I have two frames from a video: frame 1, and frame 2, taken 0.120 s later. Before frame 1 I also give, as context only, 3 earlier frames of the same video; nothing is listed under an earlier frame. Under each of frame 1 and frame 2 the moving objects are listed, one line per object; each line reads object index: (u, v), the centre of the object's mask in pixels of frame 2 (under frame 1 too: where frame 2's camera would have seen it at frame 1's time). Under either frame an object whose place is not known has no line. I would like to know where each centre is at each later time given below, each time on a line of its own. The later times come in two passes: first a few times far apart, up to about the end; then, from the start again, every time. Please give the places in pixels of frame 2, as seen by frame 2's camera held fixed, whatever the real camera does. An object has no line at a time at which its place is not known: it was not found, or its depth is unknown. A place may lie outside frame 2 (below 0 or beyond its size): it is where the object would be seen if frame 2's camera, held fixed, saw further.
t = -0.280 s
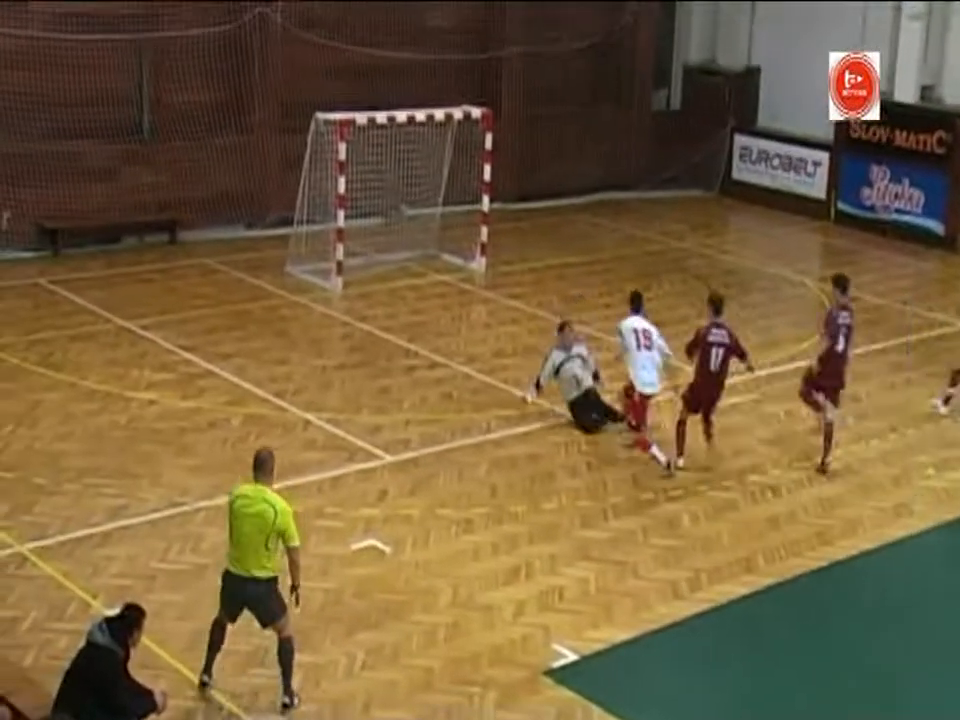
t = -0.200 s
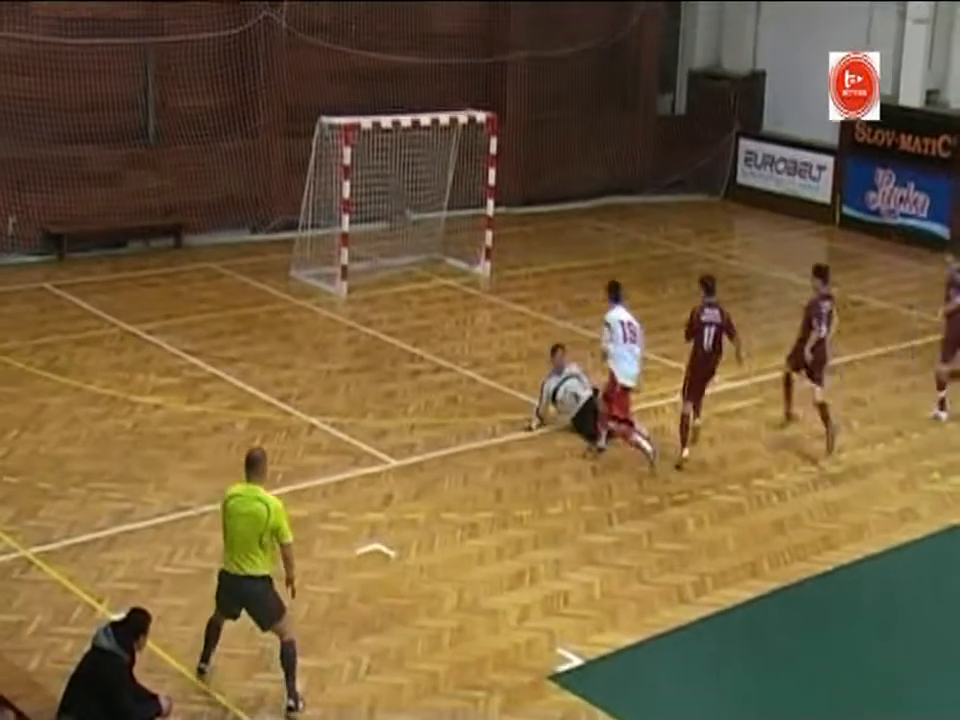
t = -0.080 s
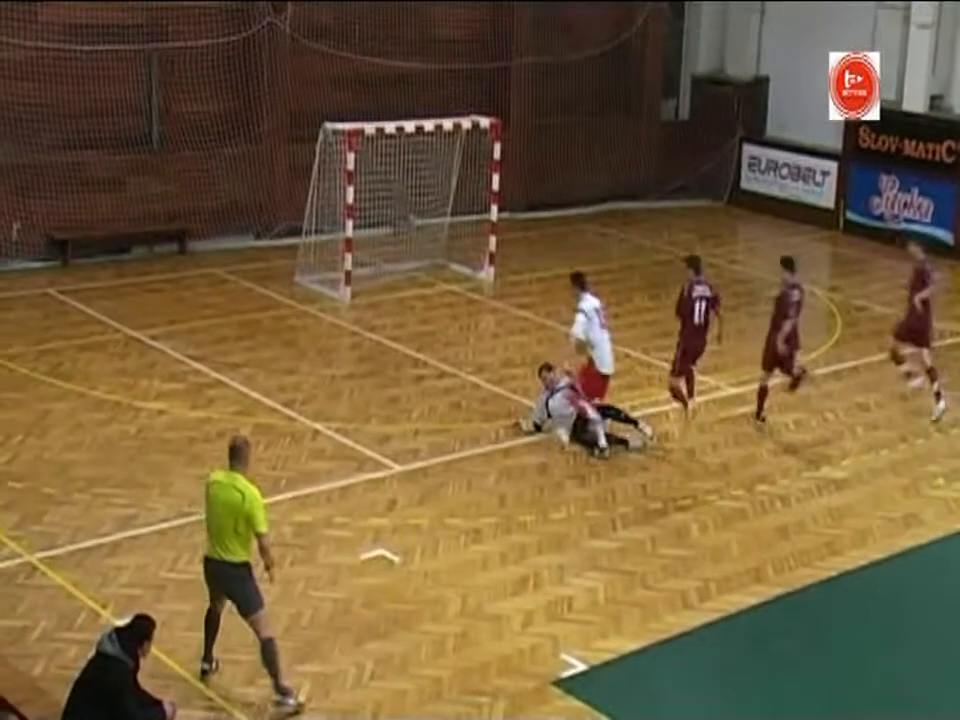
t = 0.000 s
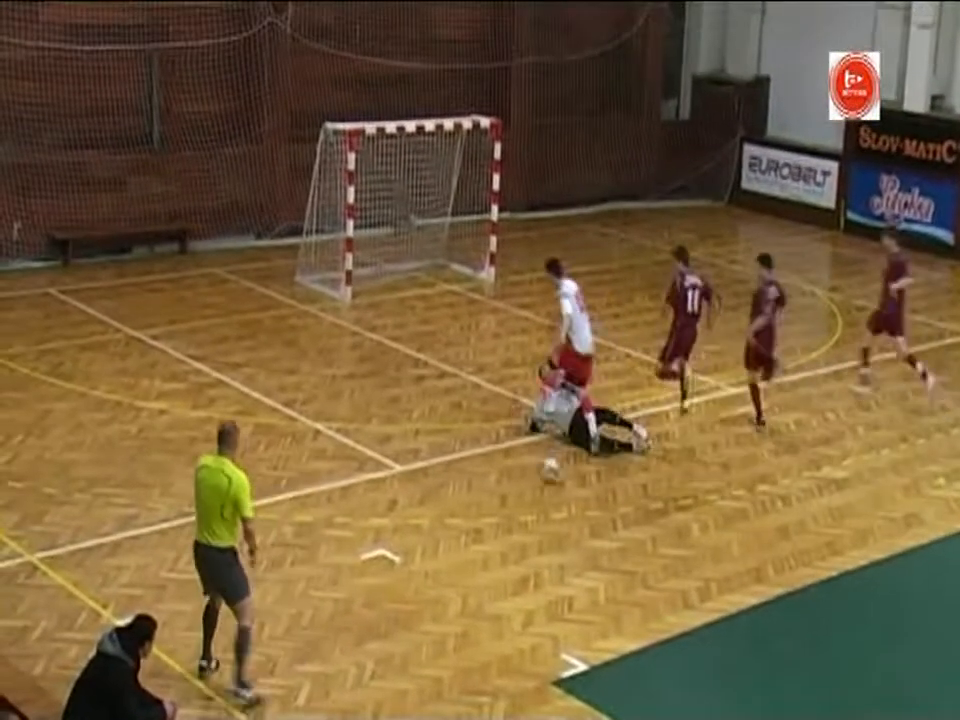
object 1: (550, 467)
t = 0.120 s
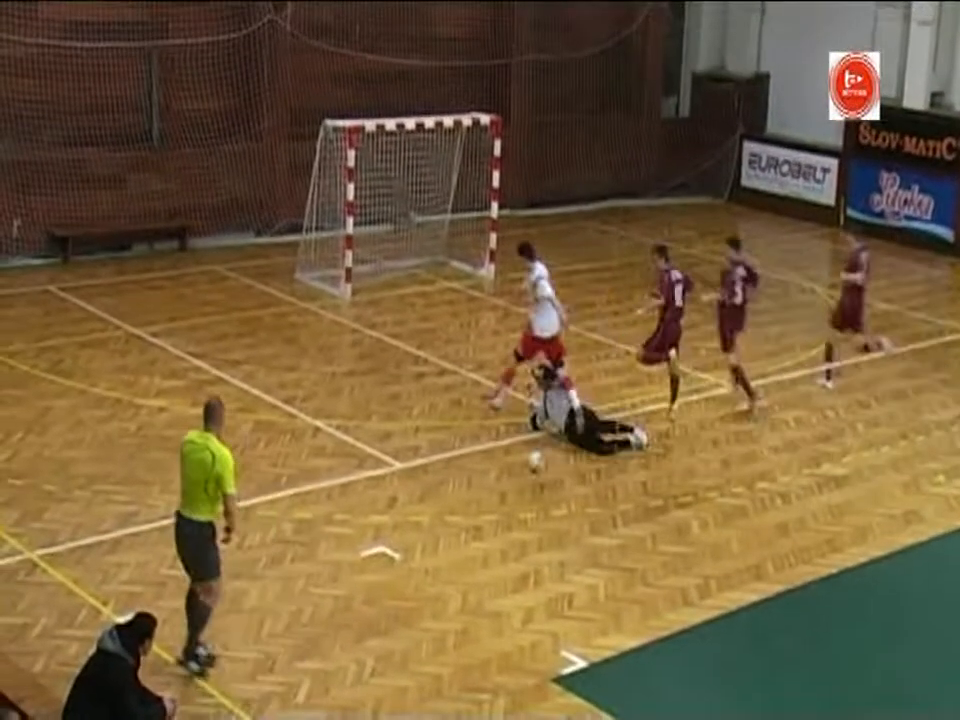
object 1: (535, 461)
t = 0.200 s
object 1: (528, 467)
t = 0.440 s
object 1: (499, 502)
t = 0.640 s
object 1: (475, 519)
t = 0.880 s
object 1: (447, 536)
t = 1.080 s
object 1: (423, 550)
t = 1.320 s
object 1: (395, 570)
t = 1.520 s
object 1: (371, 586)
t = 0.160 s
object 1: (533, 465)
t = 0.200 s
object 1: (528, 467)
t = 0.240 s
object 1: (522, 472)
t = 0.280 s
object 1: (519, 475)
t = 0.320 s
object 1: (511, 487)
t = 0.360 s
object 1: (506, 498)
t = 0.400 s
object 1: (503, 500)
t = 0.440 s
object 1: (499, 502)
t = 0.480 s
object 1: (495, 506)
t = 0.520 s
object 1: (489, 509)
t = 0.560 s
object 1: (483, 511)
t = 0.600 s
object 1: (479, 515)
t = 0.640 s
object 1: (475, 519)
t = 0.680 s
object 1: (471, 522)
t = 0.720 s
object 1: (466, 524)
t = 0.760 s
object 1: (460, 526)
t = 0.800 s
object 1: (455, 529)
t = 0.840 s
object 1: (453, 531)
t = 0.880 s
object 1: (447, 536)
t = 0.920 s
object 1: (443, 538)
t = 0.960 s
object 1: (437, 541)
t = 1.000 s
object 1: (431, 544)
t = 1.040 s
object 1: (428, 547)
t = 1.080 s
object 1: (423, 550)
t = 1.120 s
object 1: (418, 553)
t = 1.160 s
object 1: (414, 556)
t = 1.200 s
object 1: (407, 559)
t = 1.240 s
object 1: (403, 563)
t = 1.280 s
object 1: (400, 565)
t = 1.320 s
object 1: (395, 570)
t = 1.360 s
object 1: (390, 572)
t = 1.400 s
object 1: (385, 575)
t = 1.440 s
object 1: (380, 578)
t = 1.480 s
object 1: (376, 582)
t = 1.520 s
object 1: (371, 586)
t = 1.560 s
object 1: (365, 589)
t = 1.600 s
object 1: (360, 592)
